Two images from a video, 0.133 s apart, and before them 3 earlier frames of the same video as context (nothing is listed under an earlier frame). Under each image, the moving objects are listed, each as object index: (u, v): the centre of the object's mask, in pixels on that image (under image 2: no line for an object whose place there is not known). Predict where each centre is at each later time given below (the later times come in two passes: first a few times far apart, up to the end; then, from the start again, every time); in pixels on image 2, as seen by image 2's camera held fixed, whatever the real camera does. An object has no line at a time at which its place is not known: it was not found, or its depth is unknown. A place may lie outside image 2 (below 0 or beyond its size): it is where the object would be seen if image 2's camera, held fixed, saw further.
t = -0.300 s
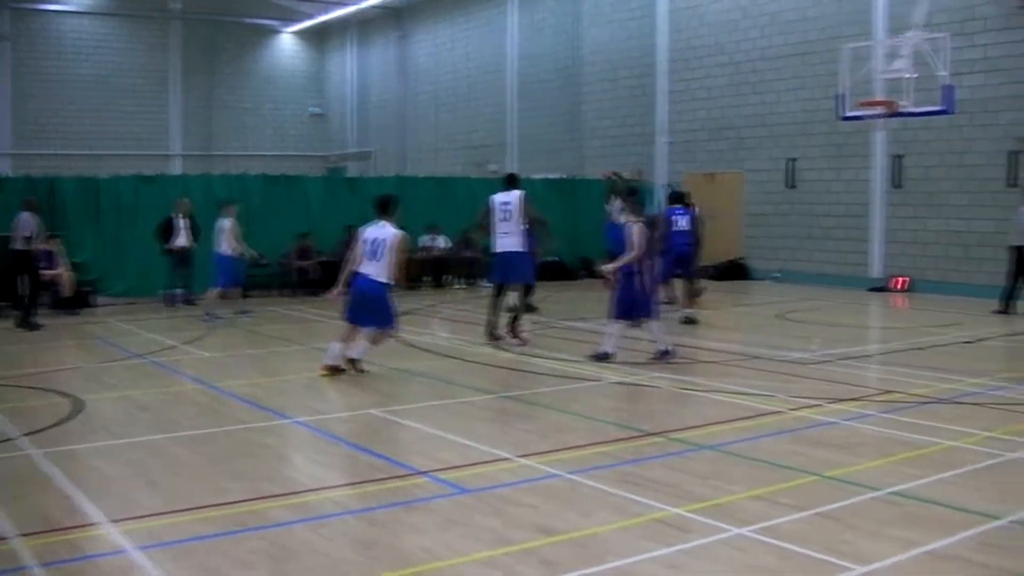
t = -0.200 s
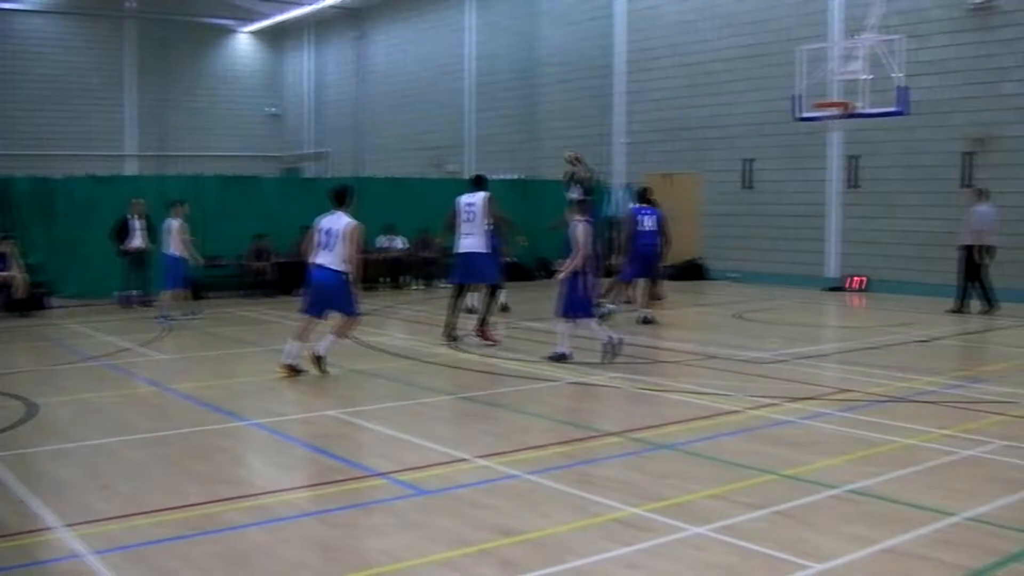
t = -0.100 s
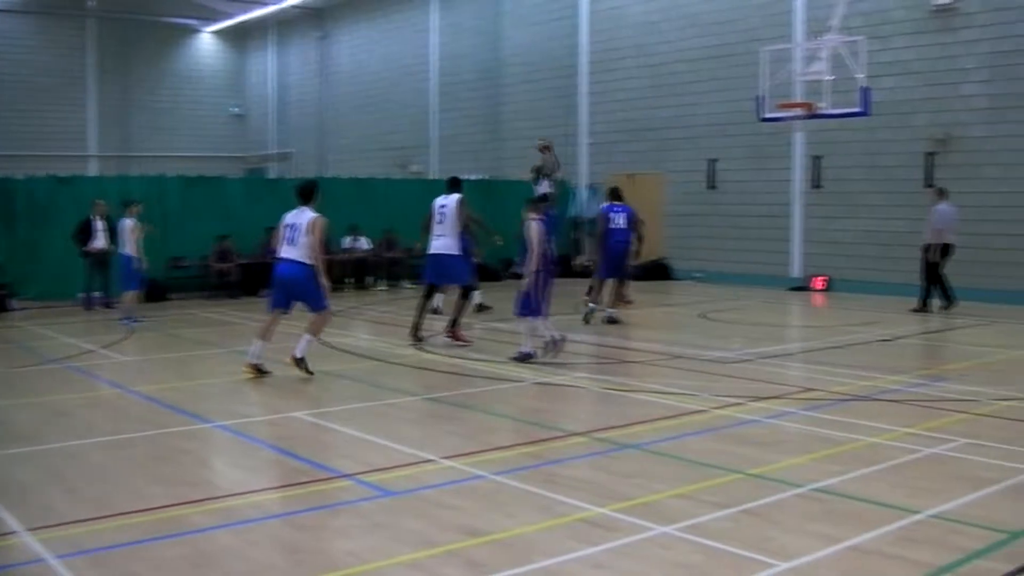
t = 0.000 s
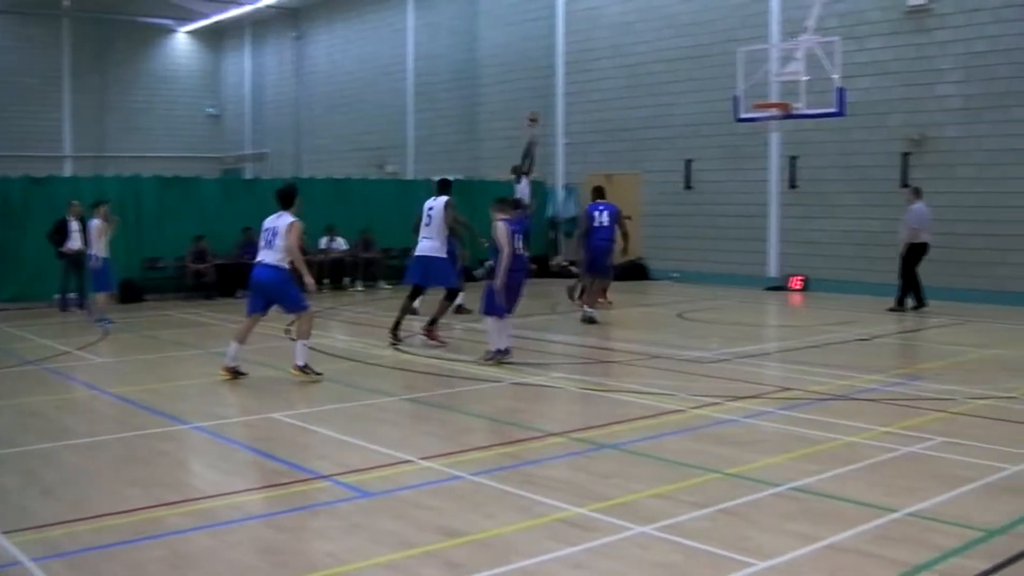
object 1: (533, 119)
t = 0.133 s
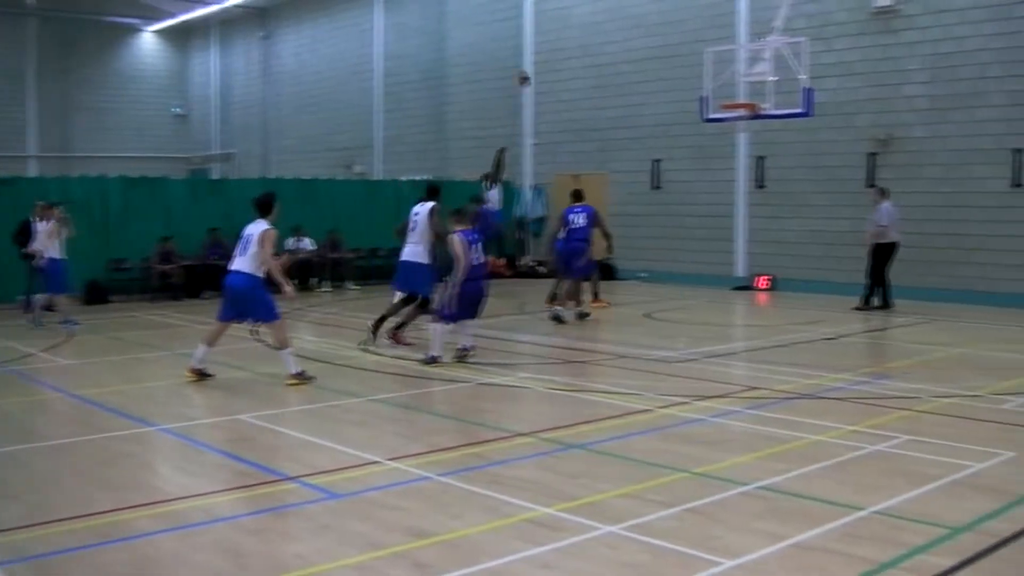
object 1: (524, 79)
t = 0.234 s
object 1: (541, 56)
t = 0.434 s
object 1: (577, 22)
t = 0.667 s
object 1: (624, 9)
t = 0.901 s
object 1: (675, 29)
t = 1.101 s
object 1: (722, 77)
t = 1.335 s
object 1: (722, 153)
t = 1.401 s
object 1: (716, 178)
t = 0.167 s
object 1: (529, 71)
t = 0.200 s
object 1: (535, 63)
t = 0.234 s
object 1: (541, 56)
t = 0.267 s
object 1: (546, 48)
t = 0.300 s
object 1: (553, 42)
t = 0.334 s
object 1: (558, 36)
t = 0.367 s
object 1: (564, 31)
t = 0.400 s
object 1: (571, 26)
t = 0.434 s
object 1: (577, 22)
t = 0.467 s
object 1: (584, 18)
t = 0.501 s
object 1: (590, 15)
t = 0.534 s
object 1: (596, 12)
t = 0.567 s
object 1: (603, 11)
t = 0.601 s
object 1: (610, 9)
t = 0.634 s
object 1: (617, 9)
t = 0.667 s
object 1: (624, 9)
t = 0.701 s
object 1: (631, 10)
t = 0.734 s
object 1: (638, 11)
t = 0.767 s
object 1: (645, 13)
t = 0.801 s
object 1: (652, 16)
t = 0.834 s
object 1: (660, 20)
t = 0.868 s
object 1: (666, 23)
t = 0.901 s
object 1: (675, 29)
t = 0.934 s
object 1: (682, 36)
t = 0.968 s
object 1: (690, 40)
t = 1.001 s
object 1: (697, 49)
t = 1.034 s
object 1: (705, 57)
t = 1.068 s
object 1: (714, 65)
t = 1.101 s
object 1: (722, 77)
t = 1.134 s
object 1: (731, 87)
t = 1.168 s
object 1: (738, 94)
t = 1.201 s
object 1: (738, 108)
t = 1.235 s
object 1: (735, 122)
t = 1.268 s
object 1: (730, 135)
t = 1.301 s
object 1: (726, 142)
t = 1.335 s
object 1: (722, 153)
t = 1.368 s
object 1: (719, 164)
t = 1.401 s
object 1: (716, 178)
